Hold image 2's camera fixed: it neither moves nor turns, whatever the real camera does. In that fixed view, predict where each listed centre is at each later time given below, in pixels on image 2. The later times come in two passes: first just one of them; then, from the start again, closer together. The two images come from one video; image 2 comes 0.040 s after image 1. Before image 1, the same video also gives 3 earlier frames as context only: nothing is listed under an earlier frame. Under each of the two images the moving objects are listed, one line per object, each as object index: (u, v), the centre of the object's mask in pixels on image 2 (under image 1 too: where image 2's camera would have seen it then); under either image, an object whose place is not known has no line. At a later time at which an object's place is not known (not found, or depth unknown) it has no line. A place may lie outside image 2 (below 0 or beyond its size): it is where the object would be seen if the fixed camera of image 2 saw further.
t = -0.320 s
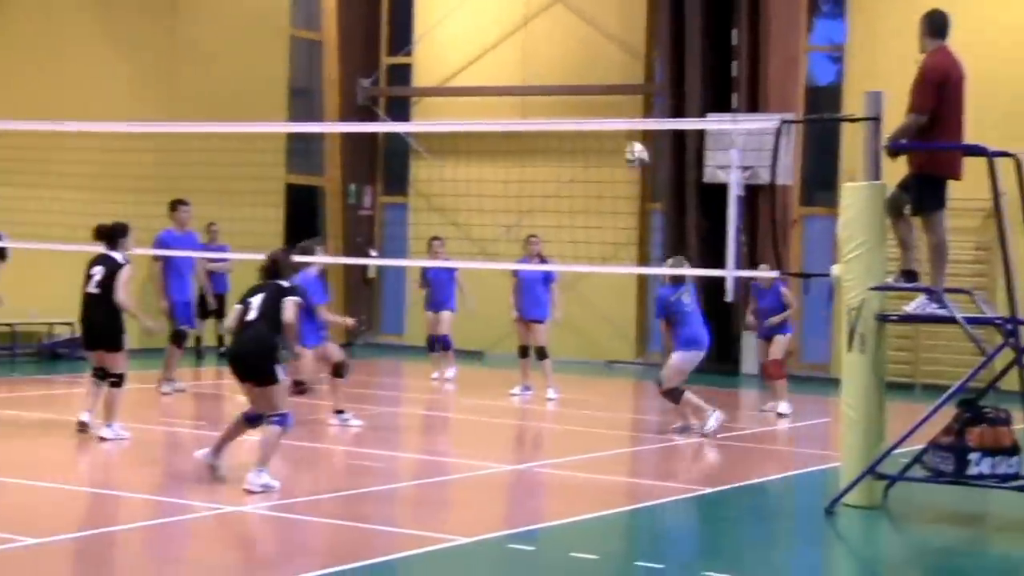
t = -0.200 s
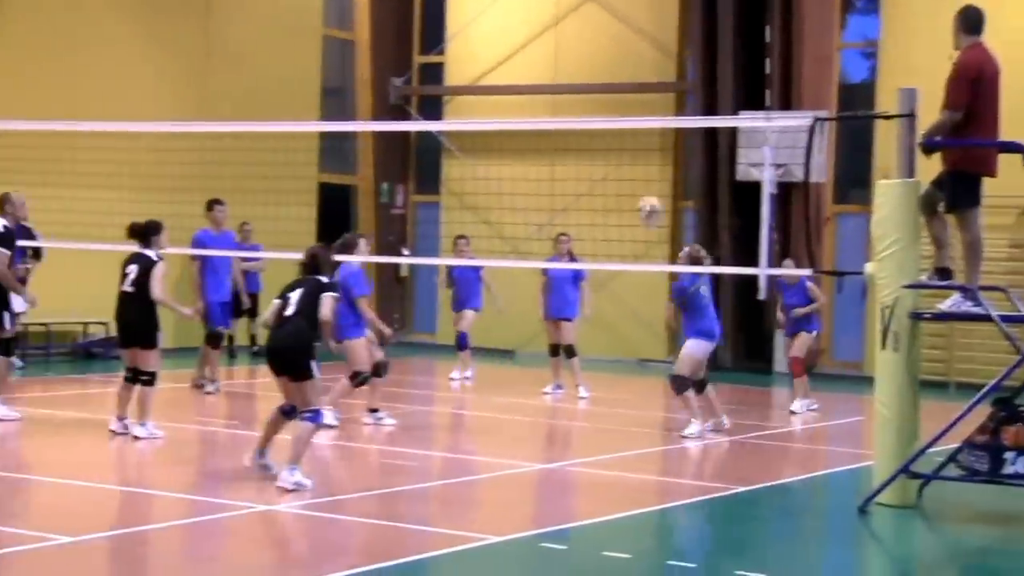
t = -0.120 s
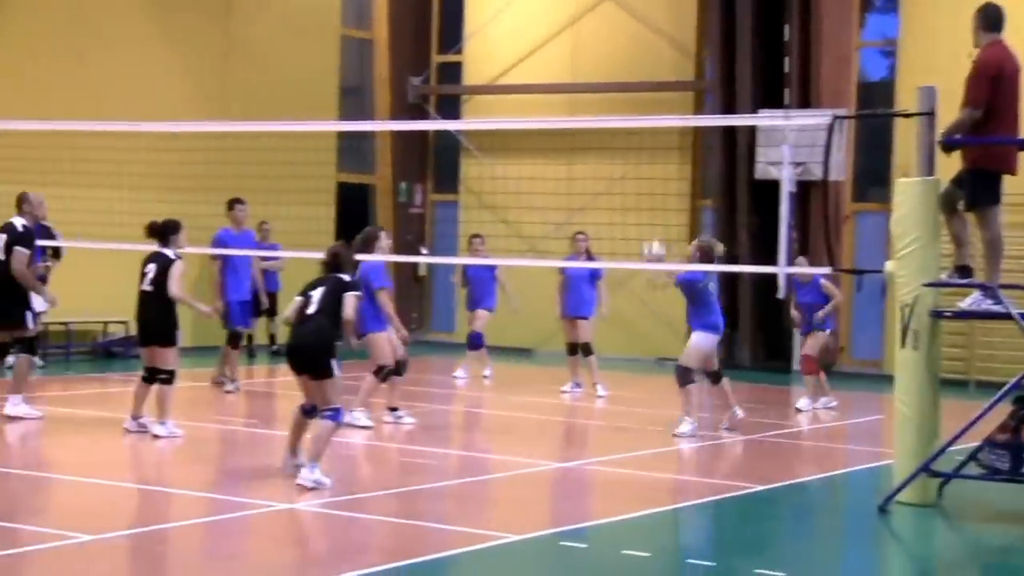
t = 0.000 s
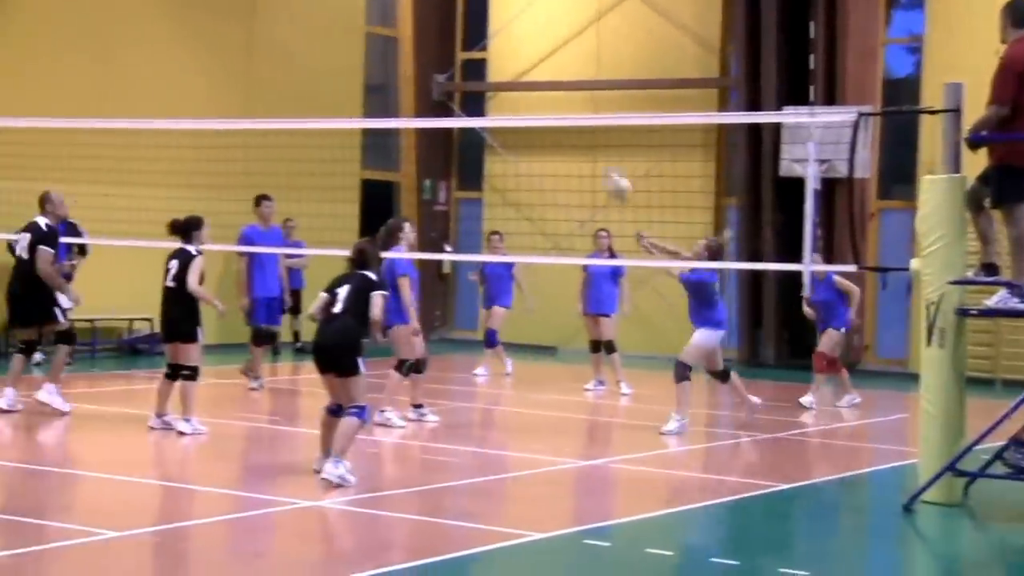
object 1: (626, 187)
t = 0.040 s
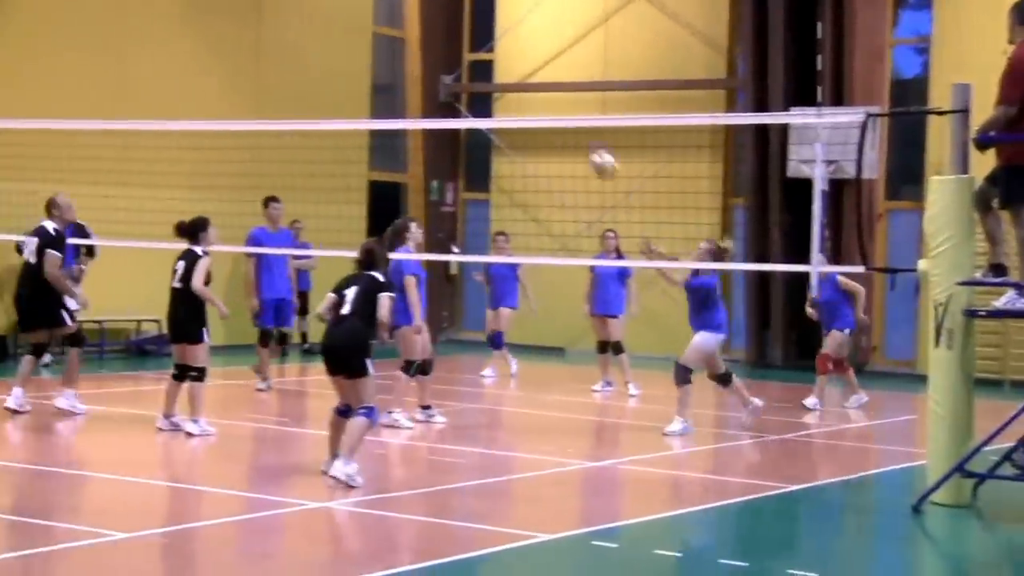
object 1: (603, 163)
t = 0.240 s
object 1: (482, 64)
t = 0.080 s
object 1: (579, 138)
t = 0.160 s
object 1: (530, 97)
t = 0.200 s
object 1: (506, 78)
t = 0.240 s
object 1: (482, 64)
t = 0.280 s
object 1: (455, 50)
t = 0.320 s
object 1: (430, 36)
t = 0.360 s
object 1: (402, 25)
